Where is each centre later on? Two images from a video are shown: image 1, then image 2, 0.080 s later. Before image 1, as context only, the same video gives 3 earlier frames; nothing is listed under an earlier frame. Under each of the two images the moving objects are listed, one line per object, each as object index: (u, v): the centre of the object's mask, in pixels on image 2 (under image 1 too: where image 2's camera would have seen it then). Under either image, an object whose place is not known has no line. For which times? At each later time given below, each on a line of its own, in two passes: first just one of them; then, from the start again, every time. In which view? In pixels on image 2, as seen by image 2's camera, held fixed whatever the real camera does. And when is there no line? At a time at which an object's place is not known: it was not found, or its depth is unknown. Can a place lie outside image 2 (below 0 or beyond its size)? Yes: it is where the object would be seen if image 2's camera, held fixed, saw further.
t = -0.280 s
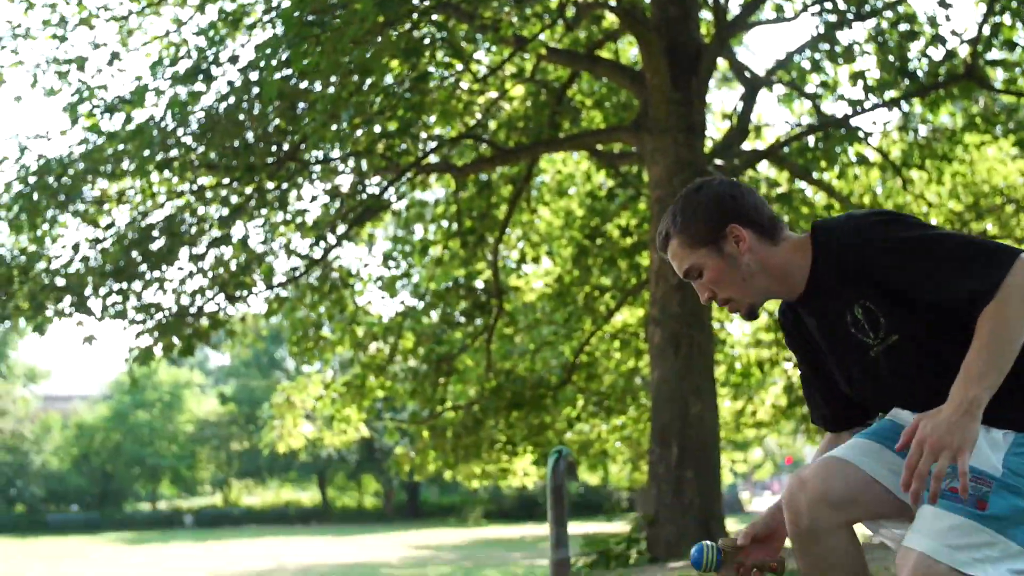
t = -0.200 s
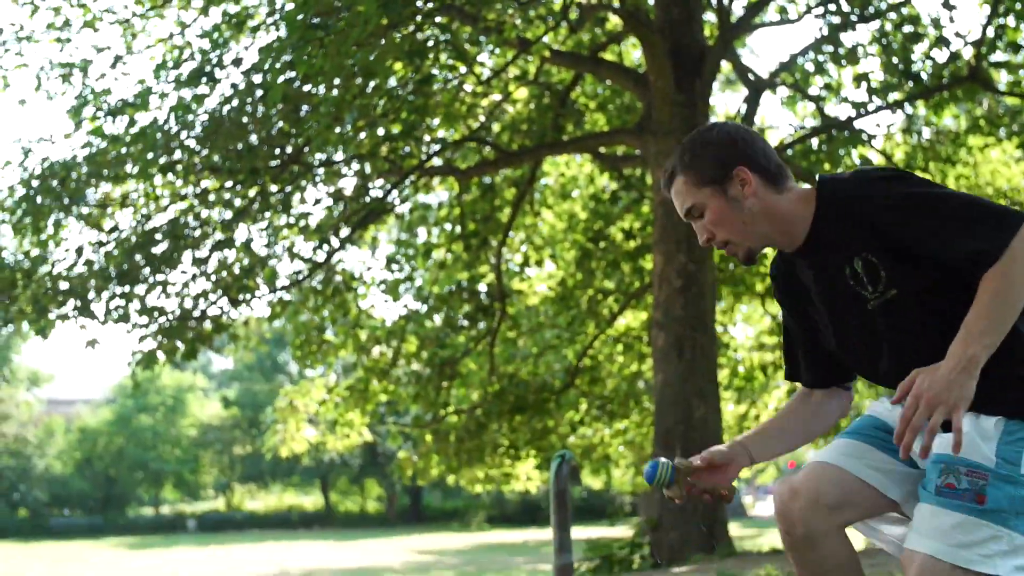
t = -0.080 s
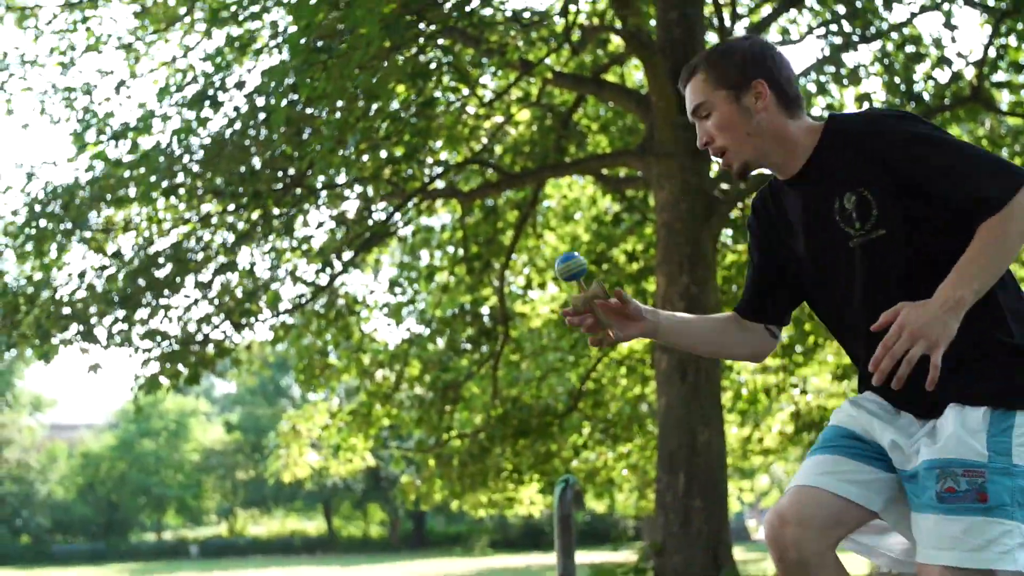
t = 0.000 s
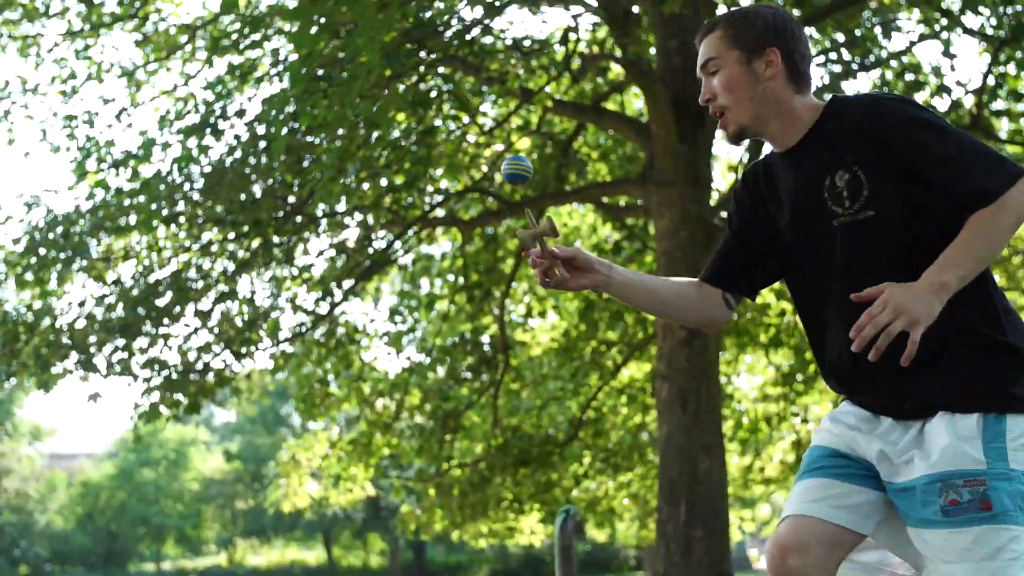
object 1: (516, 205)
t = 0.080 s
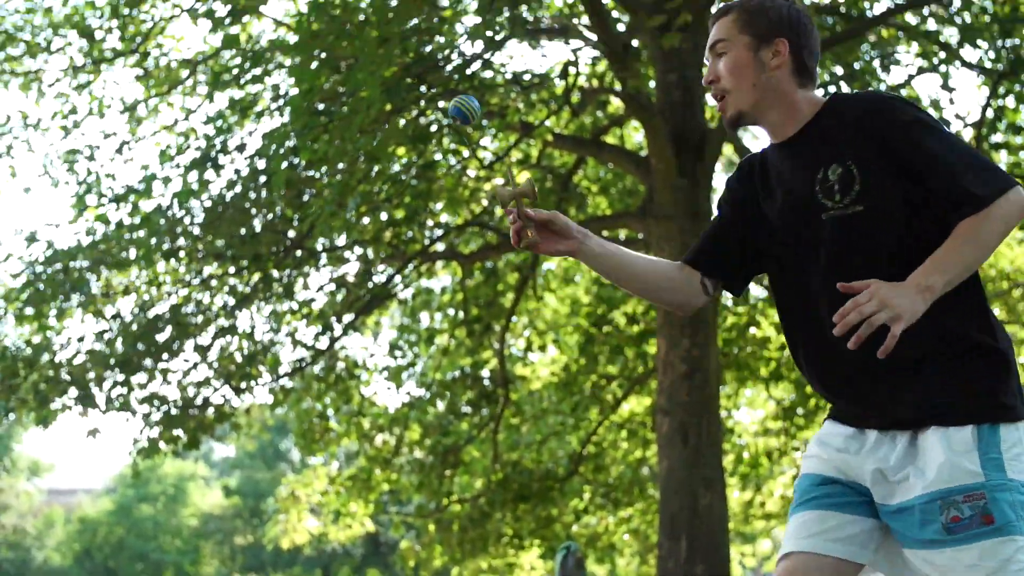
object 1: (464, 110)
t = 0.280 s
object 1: (337, 13)
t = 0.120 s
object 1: (438, 74)
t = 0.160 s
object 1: (412, 47)
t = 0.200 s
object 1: (387, 27)
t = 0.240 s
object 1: (361, 15)
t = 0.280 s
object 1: (337, 13)
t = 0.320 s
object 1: (316, 19)
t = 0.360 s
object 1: (295, 35)
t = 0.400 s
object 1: (276, 58)
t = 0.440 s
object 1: (266, 97)
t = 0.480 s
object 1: (258, 143)
